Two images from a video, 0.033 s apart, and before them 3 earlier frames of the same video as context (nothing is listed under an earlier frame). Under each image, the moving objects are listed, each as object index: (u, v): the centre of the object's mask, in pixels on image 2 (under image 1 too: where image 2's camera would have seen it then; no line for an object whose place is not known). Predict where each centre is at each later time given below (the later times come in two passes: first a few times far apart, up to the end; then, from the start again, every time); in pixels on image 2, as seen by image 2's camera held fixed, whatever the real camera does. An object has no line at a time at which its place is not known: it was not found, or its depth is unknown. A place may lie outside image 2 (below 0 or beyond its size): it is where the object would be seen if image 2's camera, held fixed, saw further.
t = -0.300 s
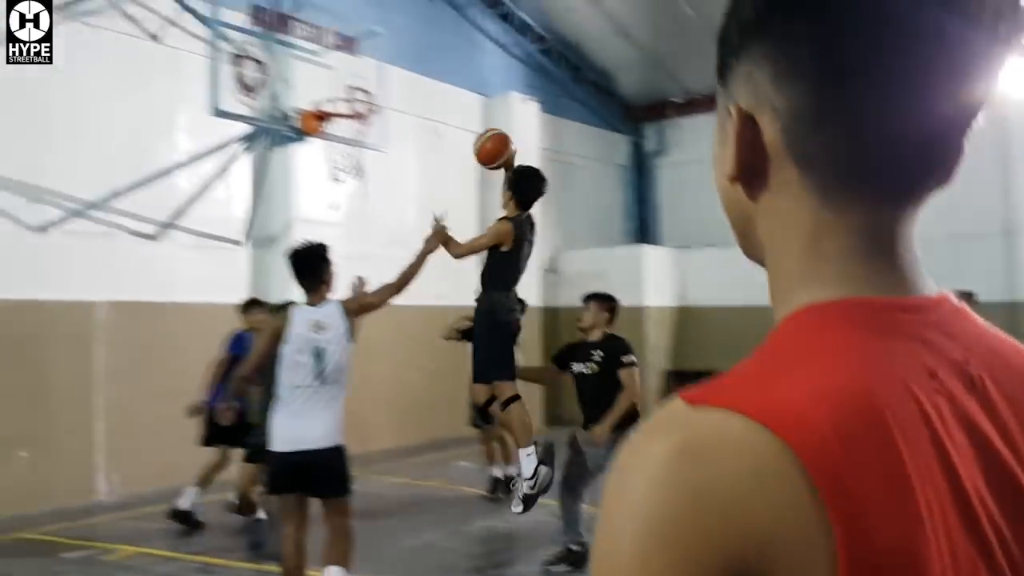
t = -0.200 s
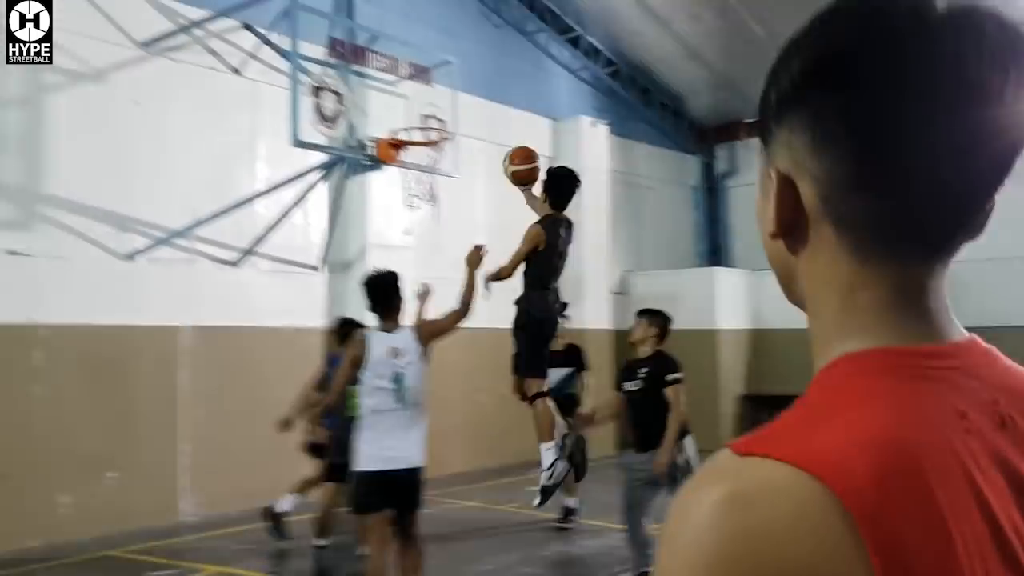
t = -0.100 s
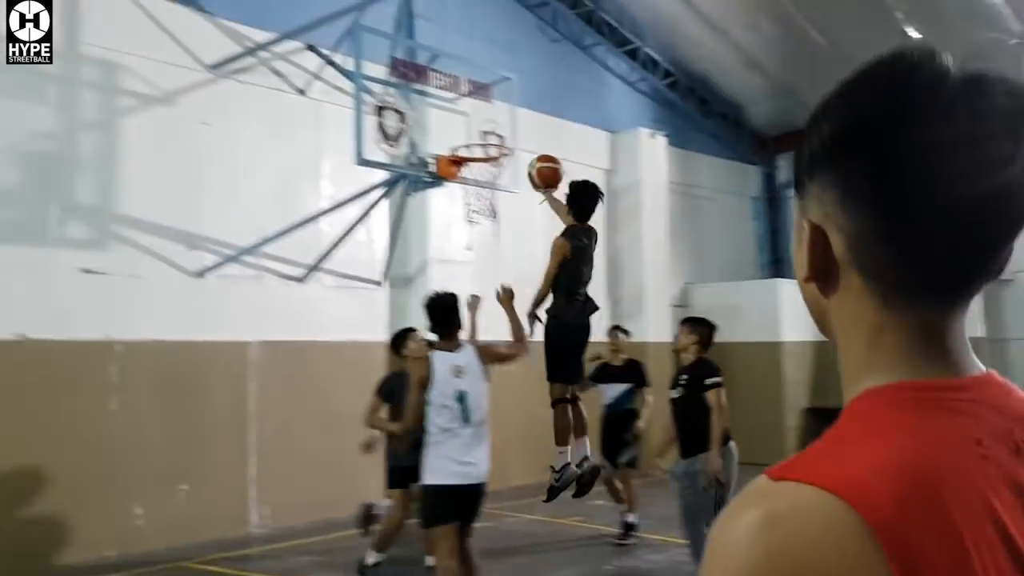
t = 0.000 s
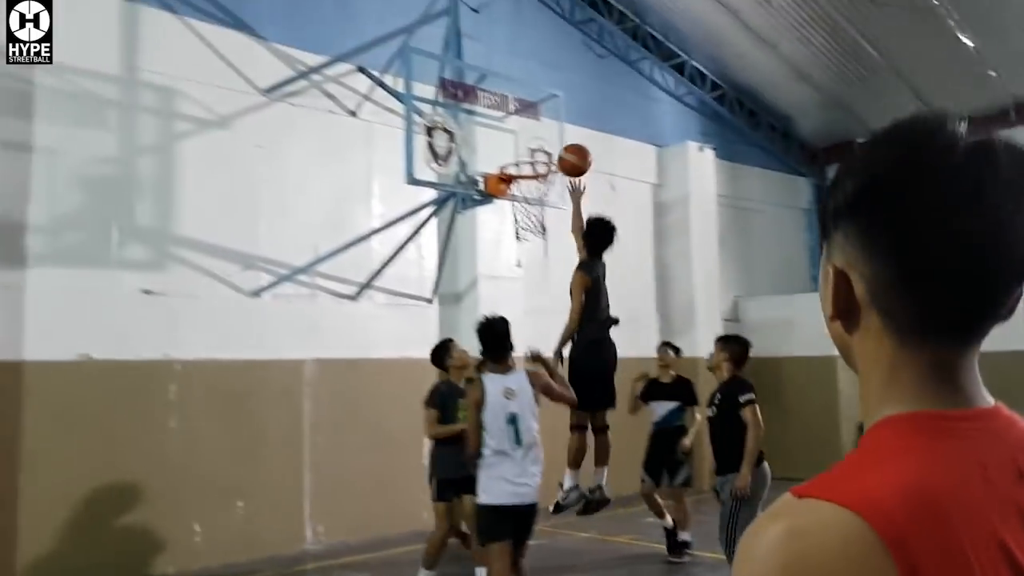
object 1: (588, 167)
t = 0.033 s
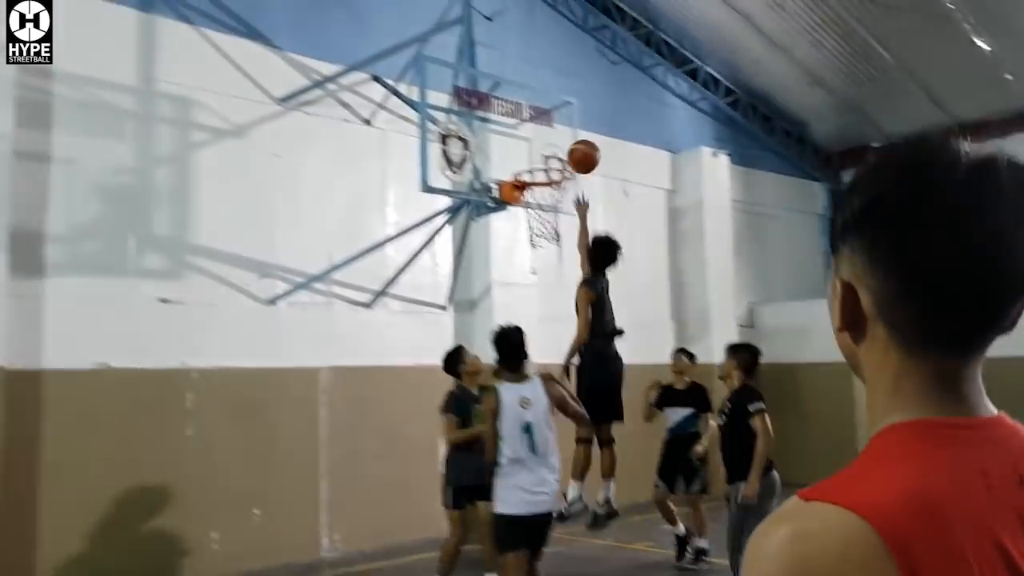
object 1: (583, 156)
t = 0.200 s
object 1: (560, 129)
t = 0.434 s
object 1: (534, 150)
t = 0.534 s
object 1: (529, 169)
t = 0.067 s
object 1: (579, 147)
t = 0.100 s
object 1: (574, 140)
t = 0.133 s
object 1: (567, 135)
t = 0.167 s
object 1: (563, 131)
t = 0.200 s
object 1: (560, 129)
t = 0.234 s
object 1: (556, 128)
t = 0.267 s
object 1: (552, 128)
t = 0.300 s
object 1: (547, 129)
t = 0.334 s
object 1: (543, 132)
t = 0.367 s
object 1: (541, 137)
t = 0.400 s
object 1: (538, 144)
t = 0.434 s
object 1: (534, 150)
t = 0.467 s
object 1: (530, 157)
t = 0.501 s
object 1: (525, 168)
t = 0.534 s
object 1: (529, 169)
